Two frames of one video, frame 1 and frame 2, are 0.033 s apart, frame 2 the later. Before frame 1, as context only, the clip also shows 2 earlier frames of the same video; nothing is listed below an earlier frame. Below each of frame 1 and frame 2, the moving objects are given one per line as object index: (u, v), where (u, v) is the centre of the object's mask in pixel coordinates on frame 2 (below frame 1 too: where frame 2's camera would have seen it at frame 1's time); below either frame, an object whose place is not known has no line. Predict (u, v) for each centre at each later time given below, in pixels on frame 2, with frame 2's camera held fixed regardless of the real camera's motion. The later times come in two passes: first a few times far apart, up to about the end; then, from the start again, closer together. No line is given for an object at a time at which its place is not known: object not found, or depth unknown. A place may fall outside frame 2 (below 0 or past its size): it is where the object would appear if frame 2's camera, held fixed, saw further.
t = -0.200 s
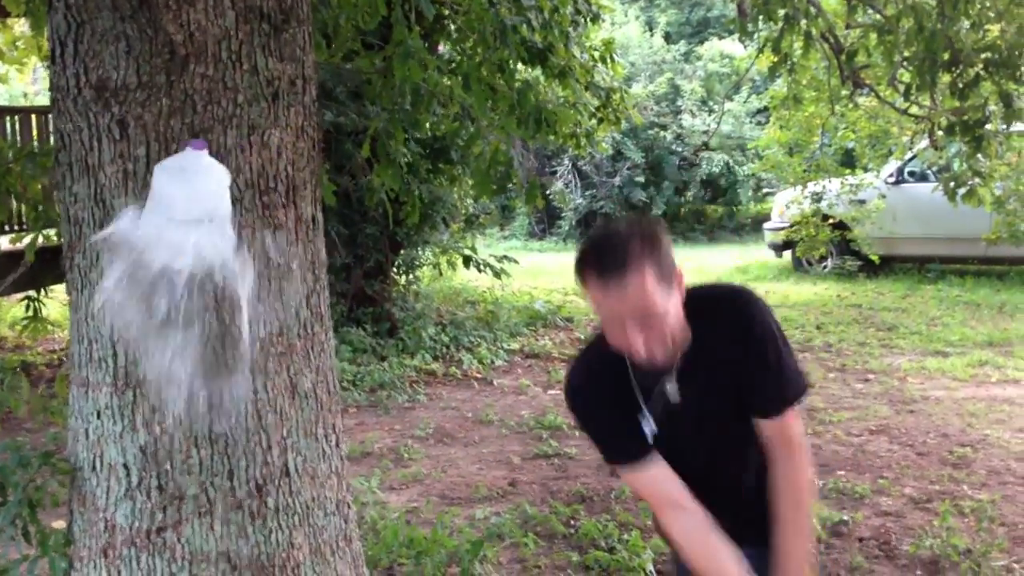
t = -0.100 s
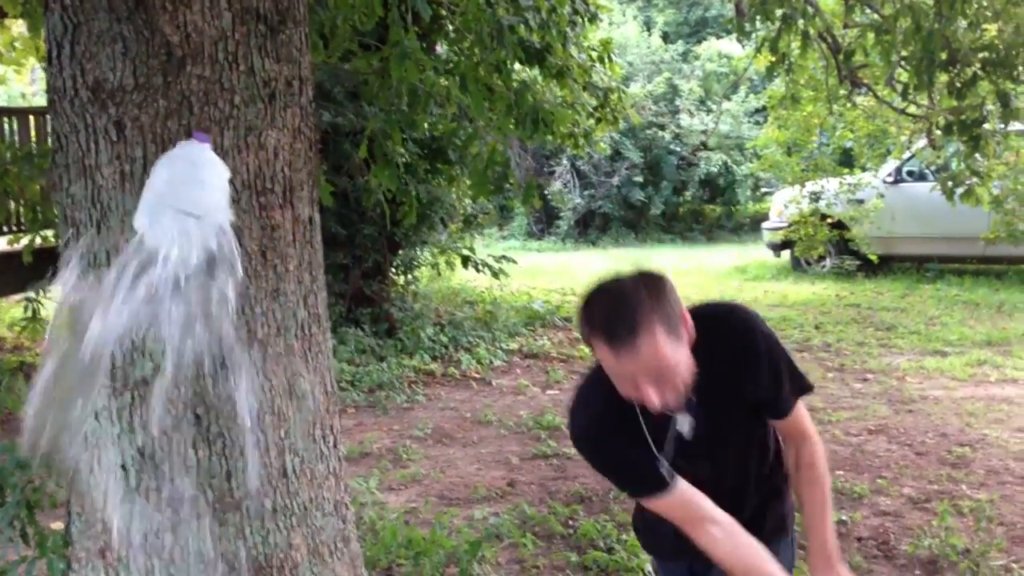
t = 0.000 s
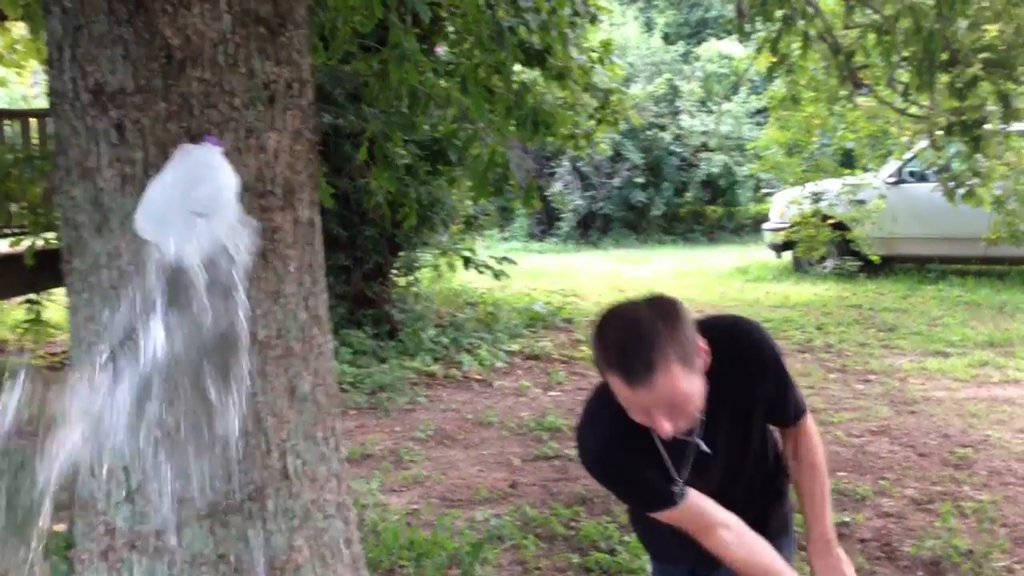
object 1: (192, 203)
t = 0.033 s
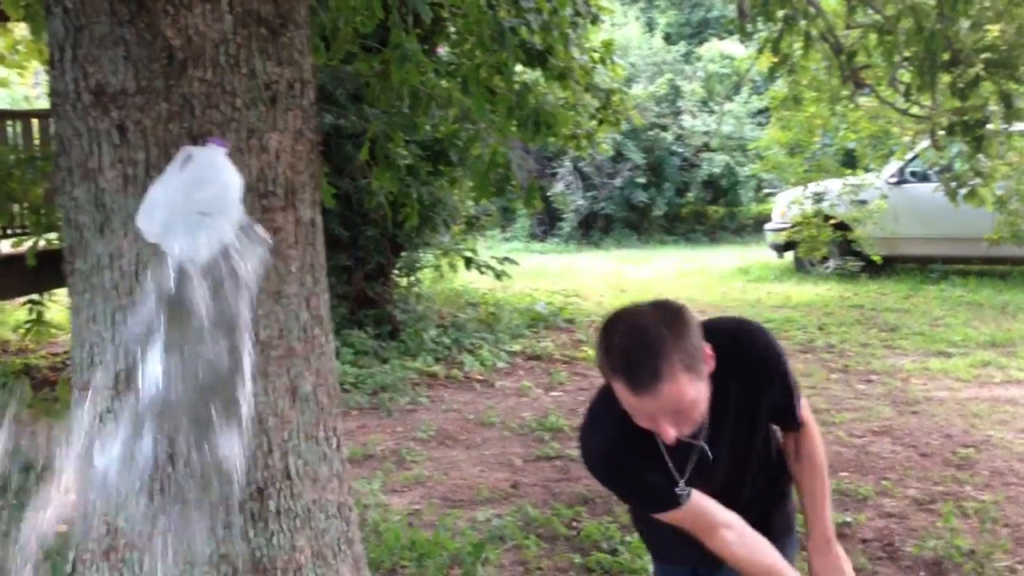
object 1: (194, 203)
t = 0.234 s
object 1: (205, 197)
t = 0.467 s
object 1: (233, 206)
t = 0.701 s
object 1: (268, 205)
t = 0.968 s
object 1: (301, 199)
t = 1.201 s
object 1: (309, 195)
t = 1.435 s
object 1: (290, 198)
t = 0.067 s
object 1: (196, 203)
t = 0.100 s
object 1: (198, 203)
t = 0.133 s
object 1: (199, 202)
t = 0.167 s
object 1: (201, 200)
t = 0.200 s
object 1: (203, 198)
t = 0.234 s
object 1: (205, 197)
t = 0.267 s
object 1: (207, 197)
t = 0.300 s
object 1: (211, 198)
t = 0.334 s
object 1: (215, 200)
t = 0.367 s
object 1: (220, 202)
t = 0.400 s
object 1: (224, 204)
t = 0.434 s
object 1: (229, 205)
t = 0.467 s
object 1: (233, 206)
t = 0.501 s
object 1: (237, 206)
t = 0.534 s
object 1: (242, 205)
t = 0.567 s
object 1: (247, 204)
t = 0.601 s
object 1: (252, 204)
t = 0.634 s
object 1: (257, 204)
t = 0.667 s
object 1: (263, 205)
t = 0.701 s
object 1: (268, 205)
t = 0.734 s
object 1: (273, 205)
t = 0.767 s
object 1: (278, 205)
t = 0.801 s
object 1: (283, 204)
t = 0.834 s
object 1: (287, 203)
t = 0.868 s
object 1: (291, 201)
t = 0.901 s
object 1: (295, 200)
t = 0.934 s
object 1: (298, 199)
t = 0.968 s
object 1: (301, 199)
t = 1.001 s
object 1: (303, 198)
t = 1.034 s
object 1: (306, 198)
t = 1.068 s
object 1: (308, 197)
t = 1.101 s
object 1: (309, 196)
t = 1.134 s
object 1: (310, 196)
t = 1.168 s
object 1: (310, 195)
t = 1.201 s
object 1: (309, 195)
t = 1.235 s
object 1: (308, 195)
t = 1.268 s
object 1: (306, 195)
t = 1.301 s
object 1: (303, 195)
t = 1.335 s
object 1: (300, 196)
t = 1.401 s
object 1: (294, 198)
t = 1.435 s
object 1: (290, 198)
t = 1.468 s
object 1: (286, 199)
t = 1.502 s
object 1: (280, 200)
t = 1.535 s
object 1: (274, 201)
